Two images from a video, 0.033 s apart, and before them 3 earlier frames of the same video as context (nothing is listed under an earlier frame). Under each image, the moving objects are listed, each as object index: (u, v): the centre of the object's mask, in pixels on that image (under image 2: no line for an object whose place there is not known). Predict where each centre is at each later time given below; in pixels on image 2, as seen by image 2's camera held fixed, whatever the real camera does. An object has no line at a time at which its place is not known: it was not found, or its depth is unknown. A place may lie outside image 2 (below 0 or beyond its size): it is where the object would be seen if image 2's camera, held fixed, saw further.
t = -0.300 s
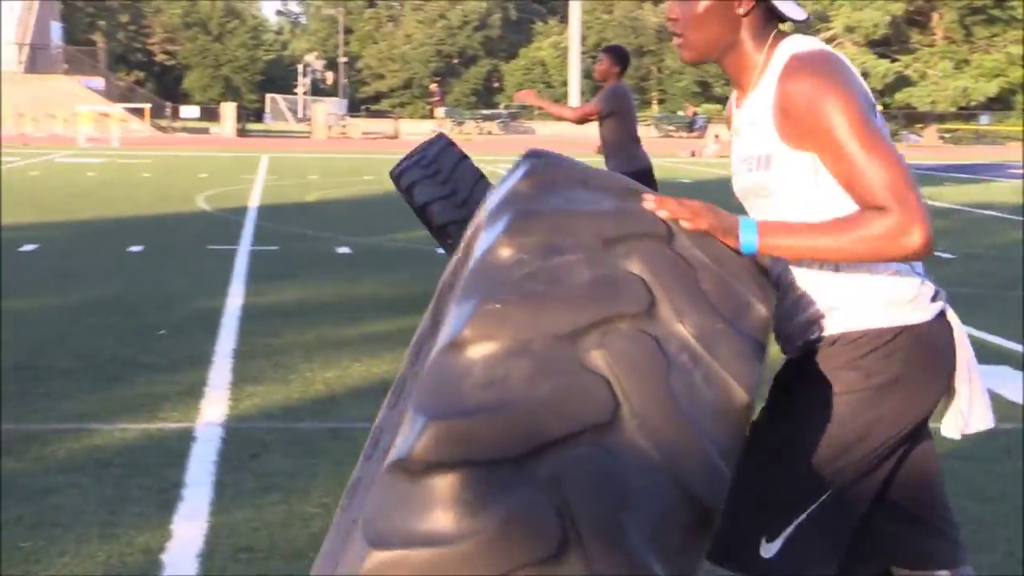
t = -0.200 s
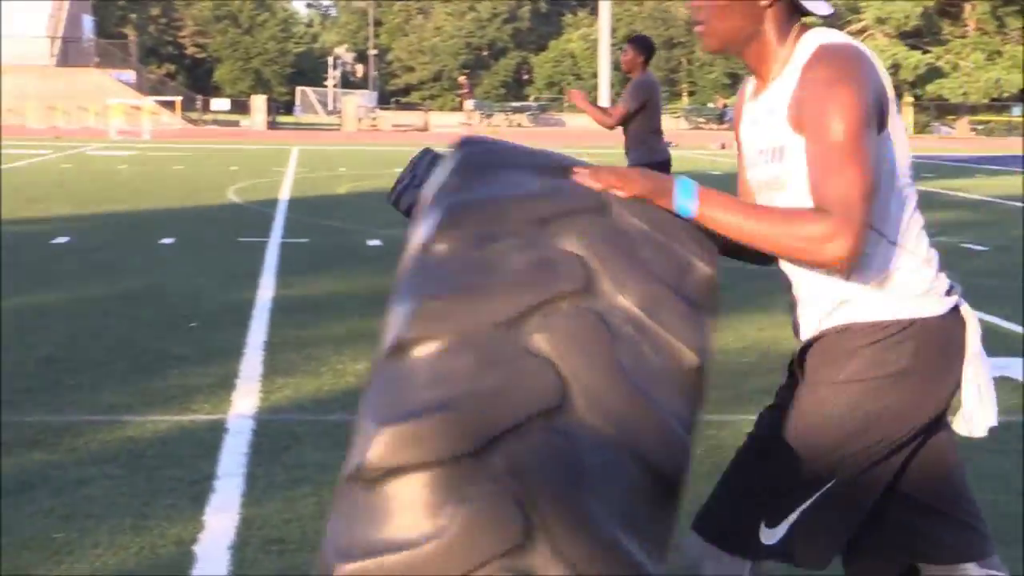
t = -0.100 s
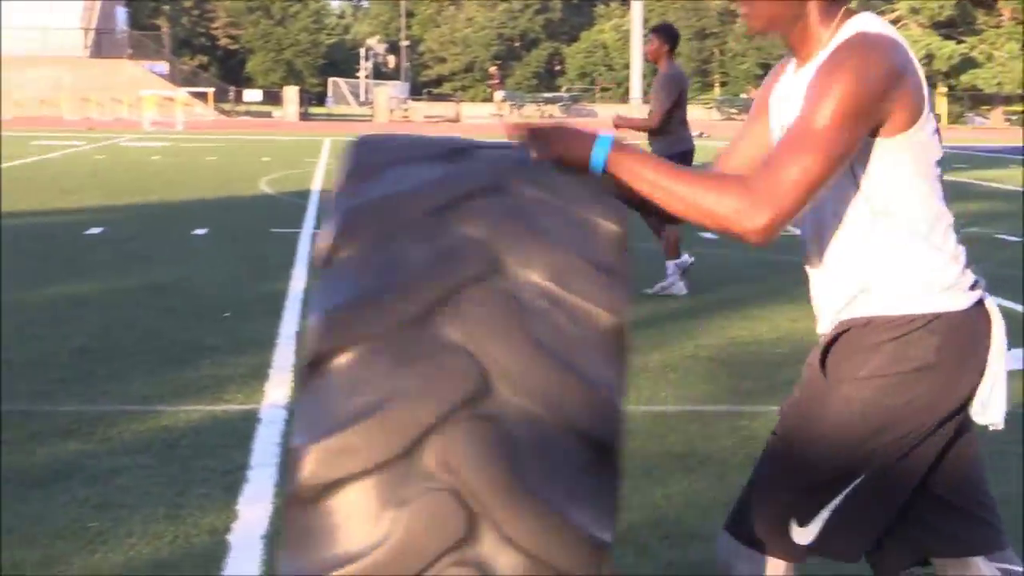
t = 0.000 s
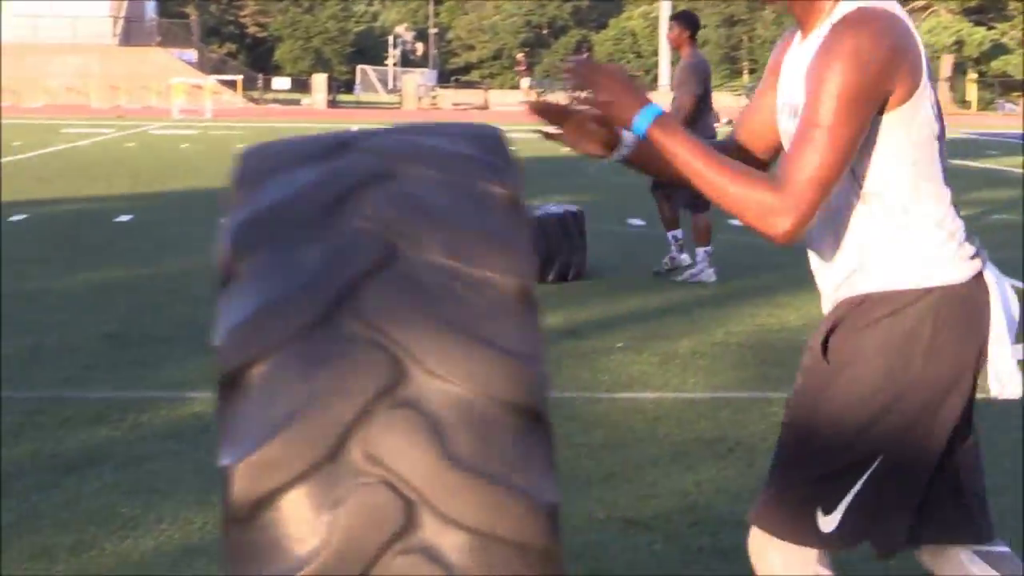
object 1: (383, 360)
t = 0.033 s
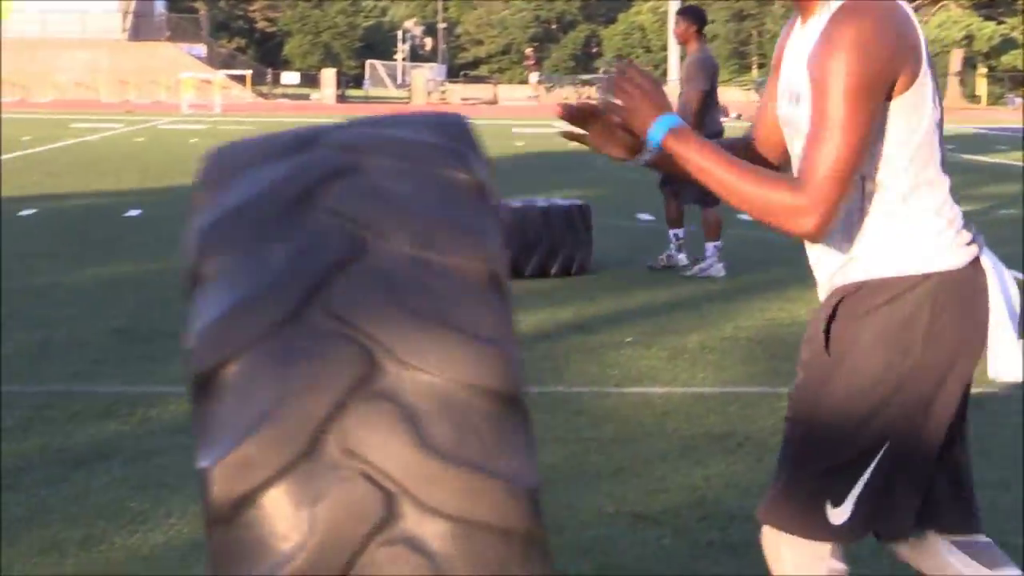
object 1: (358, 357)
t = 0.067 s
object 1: (321, 361)
